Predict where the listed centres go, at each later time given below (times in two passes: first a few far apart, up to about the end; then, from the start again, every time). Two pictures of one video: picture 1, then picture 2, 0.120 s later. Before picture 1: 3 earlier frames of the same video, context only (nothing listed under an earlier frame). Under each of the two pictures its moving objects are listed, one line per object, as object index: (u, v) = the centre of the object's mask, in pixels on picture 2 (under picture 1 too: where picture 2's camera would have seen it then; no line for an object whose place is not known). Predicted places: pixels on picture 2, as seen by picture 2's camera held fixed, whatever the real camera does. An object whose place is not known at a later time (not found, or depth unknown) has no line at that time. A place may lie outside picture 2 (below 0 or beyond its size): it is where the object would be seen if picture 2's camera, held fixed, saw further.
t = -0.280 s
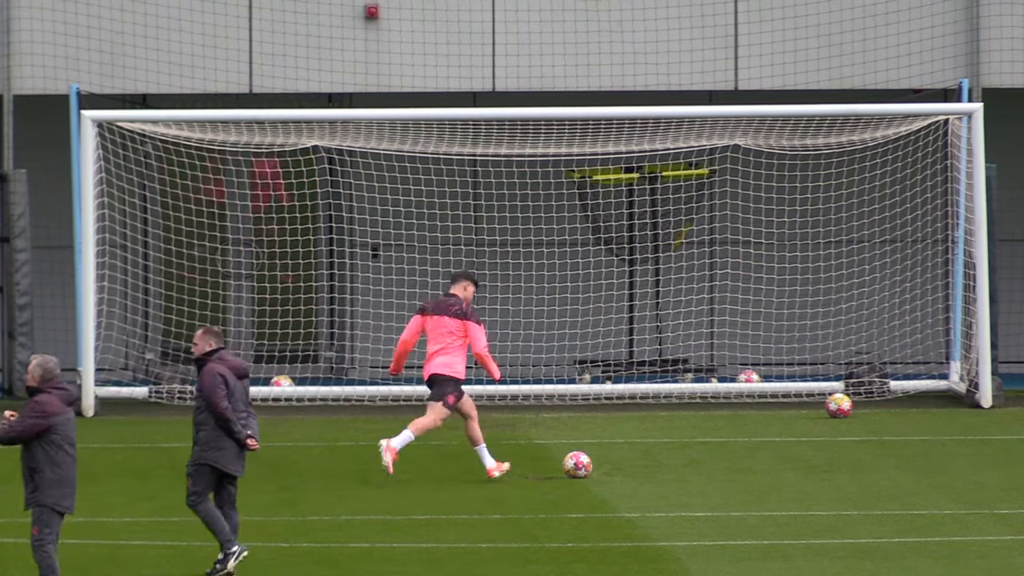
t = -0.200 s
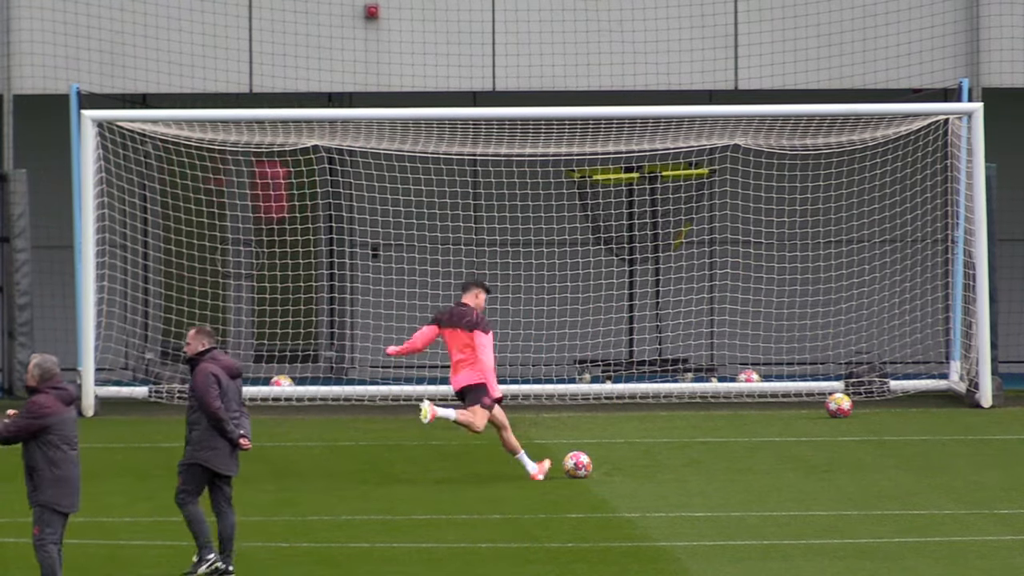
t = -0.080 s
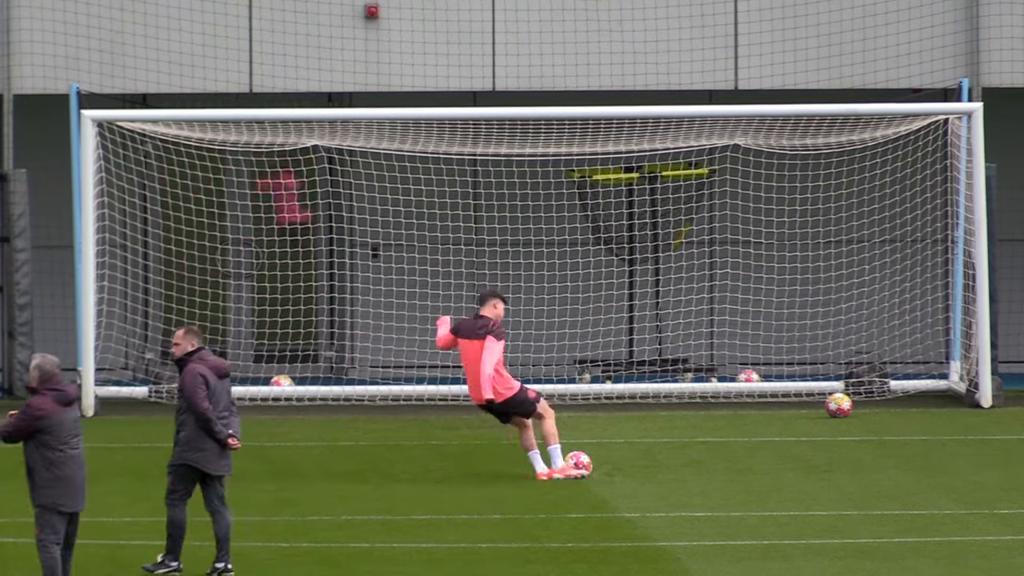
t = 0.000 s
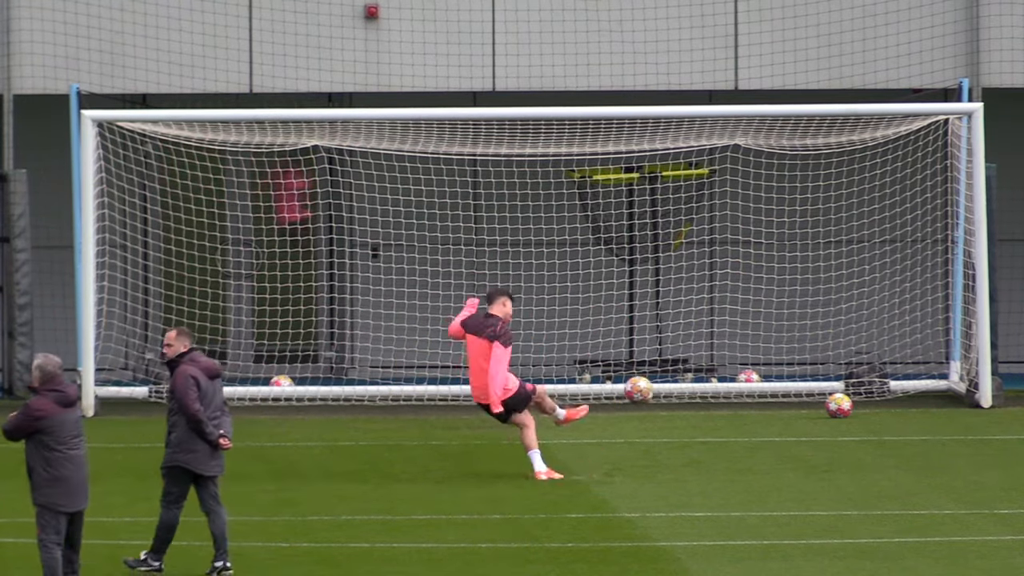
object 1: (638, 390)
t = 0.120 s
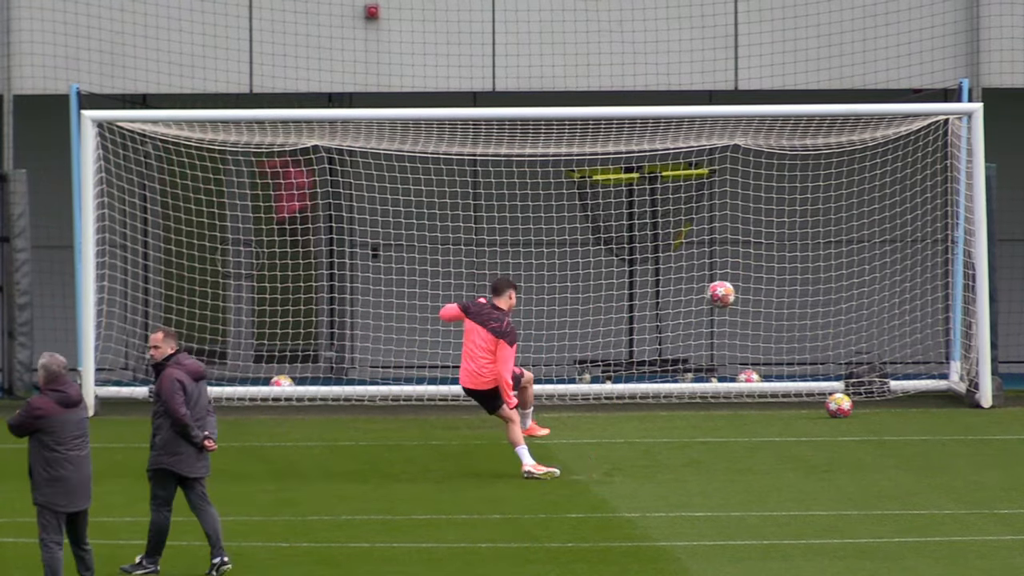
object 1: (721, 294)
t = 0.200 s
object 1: (763, 247)
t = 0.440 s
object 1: (845, 176)
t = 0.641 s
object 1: (882, 213)
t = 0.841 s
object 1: (898, 314)
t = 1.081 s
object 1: (906, 335)
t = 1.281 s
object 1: (907, 279)
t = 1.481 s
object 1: (908, 269)
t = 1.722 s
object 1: (910, 318)
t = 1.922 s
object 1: (912, 404)
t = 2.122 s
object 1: (913, 353)
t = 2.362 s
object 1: (914, 355)
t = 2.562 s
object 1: (916, 408)
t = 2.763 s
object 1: (918, 390)
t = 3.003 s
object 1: (921, 418)
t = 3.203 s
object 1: (921, 414)
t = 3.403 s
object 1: (921, 421)
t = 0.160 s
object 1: (743, 269)
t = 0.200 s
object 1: (763, 247)
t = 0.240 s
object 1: (780, 228)
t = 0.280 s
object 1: (796, 212)
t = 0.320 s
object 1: (809, 200)
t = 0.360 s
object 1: (823, 190)
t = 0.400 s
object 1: (834, 181)
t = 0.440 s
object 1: (845, 176)
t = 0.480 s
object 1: (854, 173)
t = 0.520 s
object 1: (861, 173)
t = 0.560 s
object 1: (868, 182)
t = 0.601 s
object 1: (876, 193)
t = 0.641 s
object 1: (882, 213)
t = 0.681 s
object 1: (885, 227)
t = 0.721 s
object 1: (890, 245)
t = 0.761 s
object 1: (893, 267)
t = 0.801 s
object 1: (895, 290)
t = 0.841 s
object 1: (898, 314)
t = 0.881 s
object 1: (901, 340)
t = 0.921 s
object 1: (903, 367)
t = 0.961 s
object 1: (907, 390)
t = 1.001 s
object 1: (907, 370)
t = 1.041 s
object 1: (906, 352)
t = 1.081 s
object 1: (906, 335)
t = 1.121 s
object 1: (907, 320)
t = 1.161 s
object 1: (907, 308)
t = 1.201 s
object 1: (906, 296)
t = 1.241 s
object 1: (906, 287)
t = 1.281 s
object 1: (907, 279)
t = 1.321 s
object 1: (906, 273)
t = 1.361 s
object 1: (907, 269)
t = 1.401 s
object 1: (907, 267)
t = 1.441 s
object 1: (908, 267)
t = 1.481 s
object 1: (908, 269)
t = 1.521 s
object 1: (908, 272)
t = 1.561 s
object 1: (908, 278)
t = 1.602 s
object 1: (909, 284)
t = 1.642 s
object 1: (909, 294)
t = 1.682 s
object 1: (909, 306)
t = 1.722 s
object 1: (910, 318)
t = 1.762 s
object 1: (911, 333)
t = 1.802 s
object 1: (912, 350)
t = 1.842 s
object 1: (912, 368)
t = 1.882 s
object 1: (911, 390)
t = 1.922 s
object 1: (912, 404)
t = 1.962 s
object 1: (913, 390)
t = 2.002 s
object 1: (912, 379)
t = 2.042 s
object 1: (913, 368)
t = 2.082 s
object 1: (913, 360)
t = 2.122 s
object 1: (913, 353)
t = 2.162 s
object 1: (914, 349)
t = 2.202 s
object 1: (914, 346)
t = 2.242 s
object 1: (914, 346)
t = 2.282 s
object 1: (914, 347)
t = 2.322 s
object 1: (914, 349)
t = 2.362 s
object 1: (914, 355)
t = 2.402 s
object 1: (915, 361)
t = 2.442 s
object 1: (915, 369)
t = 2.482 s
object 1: (915, 381)
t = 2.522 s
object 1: (916, 393)
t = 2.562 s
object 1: (916, 408)
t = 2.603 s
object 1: (916, 409)
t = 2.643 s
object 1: (916, 402)
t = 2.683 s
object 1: (917, 396)
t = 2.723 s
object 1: (918, 393)
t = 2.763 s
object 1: (918, 390)
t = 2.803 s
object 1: (918, 390)
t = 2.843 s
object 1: (919, 392)
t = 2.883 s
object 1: (919, 396)
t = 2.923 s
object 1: (920, 402)
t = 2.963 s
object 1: (921, 409)
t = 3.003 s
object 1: (921, 418)
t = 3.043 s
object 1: (921, 415)
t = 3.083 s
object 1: (921, 412)
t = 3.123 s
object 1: (921, 410)
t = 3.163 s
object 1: (921, 411)
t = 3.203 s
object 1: (921, 414)
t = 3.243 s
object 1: (921, 418)
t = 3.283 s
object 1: (921, 422)
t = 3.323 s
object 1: (921, 420)
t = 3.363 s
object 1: (921, 420)
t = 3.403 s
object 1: (921, 421)
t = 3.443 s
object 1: (920, 424)
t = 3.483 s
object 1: (920, 423)
